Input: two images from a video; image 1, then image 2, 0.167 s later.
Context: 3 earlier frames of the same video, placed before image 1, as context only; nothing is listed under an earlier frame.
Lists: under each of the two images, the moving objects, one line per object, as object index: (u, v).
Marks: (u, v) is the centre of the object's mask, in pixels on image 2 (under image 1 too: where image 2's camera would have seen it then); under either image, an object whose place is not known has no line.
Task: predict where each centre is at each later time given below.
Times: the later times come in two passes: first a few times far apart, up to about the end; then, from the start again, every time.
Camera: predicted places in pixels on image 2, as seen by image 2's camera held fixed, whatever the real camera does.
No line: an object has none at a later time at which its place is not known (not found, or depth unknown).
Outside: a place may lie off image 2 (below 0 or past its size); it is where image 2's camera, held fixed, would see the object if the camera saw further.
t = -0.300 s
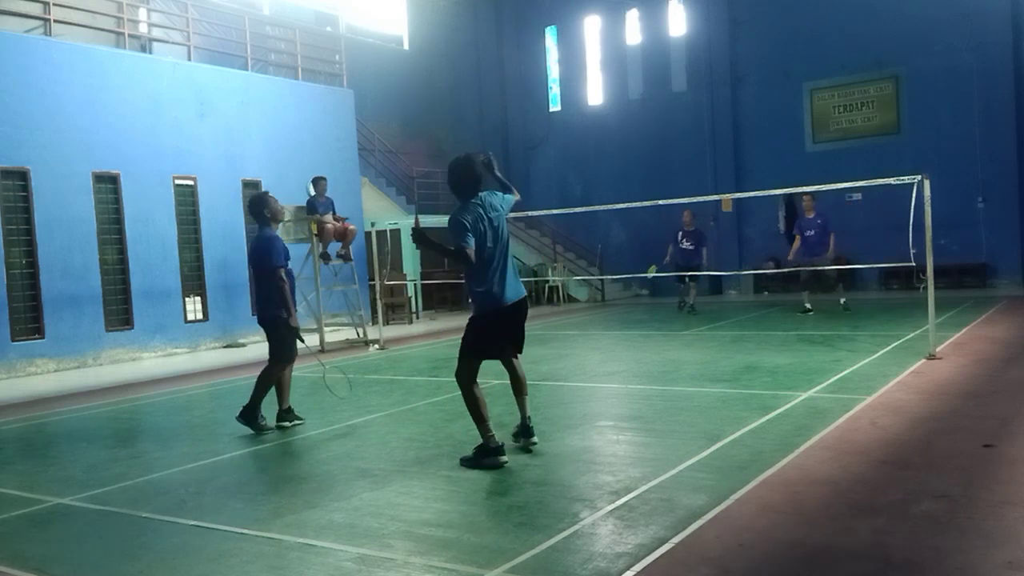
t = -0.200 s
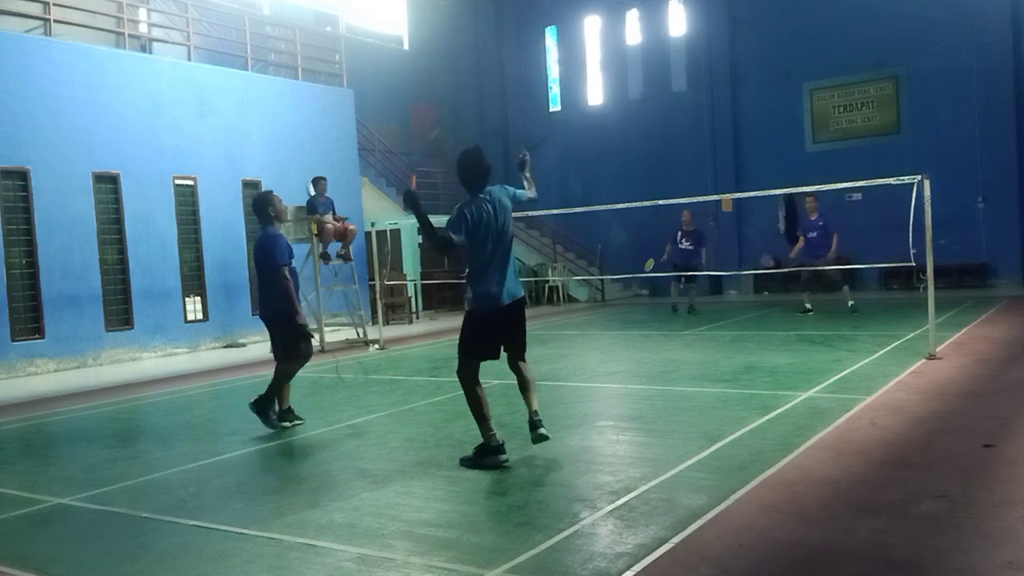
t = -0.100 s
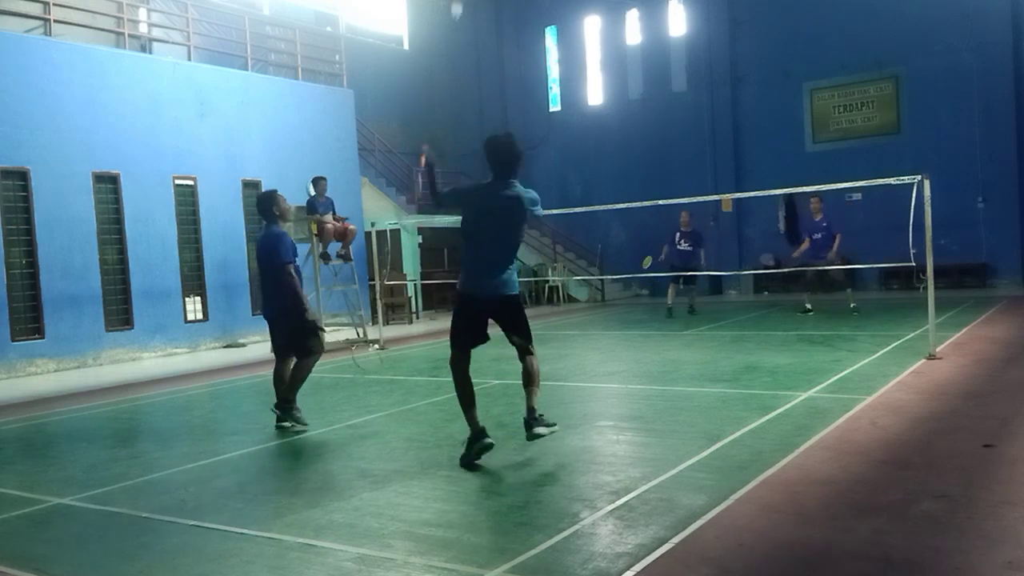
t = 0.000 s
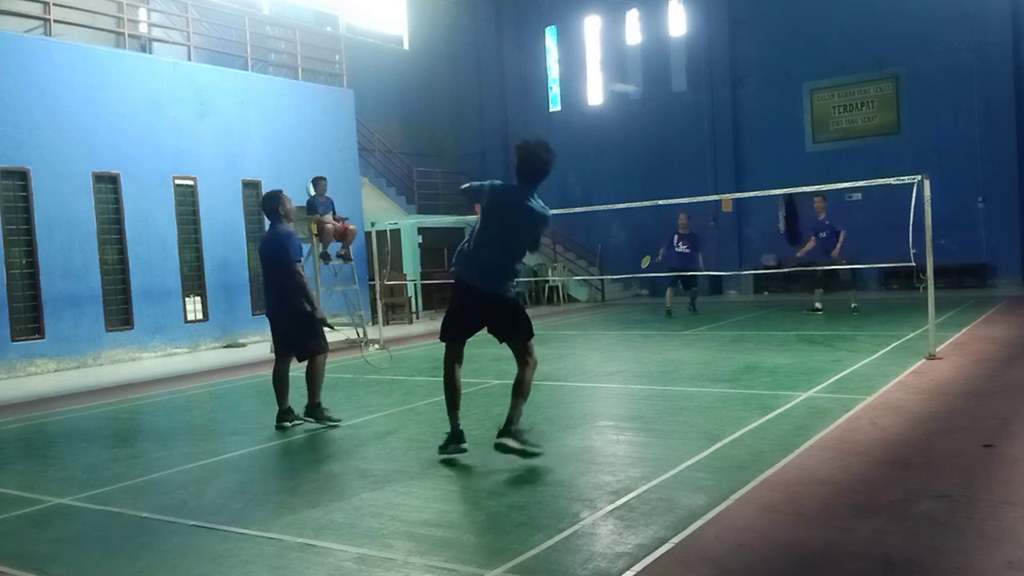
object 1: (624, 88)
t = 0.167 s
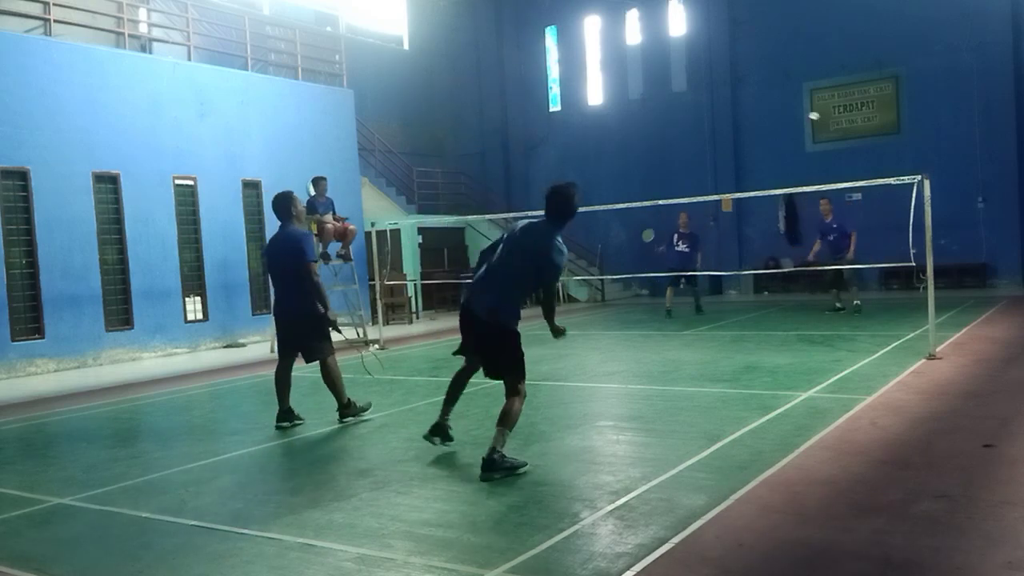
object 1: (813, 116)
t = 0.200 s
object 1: (831, 120)
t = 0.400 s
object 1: (895, 155)
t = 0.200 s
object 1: (831, 120)
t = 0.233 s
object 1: (845, 126)
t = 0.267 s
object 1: (858, 131)
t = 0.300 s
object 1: (869, 137)
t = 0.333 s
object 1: (878, 143)
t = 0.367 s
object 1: (887, 149)
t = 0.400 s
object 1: (895, 155)
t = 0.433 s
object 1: (902, 162)
